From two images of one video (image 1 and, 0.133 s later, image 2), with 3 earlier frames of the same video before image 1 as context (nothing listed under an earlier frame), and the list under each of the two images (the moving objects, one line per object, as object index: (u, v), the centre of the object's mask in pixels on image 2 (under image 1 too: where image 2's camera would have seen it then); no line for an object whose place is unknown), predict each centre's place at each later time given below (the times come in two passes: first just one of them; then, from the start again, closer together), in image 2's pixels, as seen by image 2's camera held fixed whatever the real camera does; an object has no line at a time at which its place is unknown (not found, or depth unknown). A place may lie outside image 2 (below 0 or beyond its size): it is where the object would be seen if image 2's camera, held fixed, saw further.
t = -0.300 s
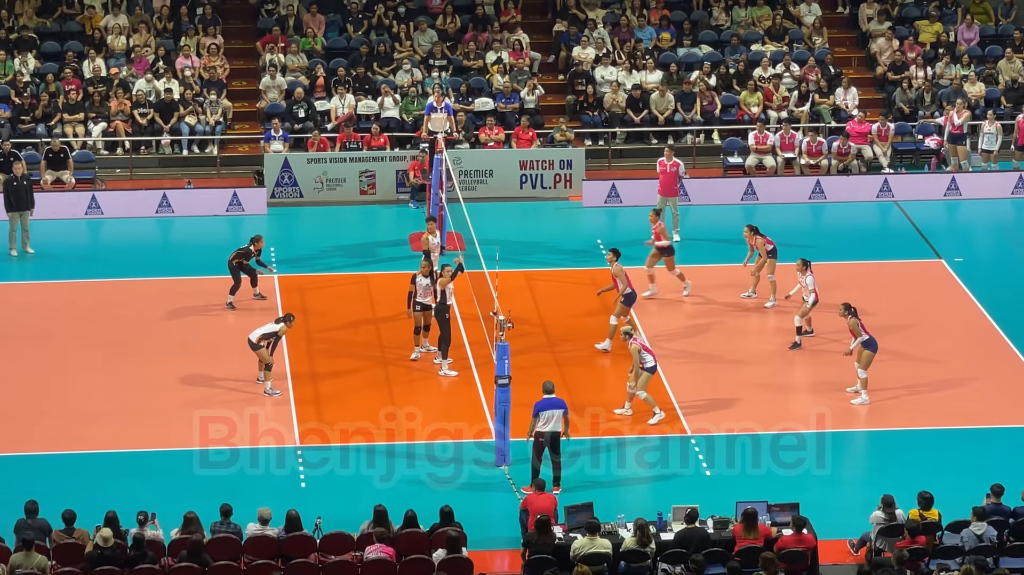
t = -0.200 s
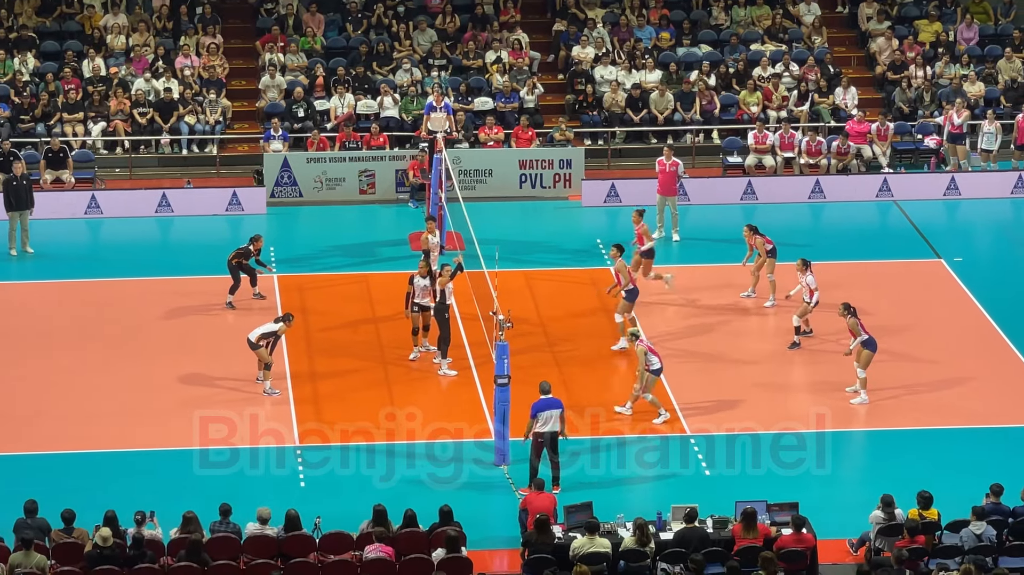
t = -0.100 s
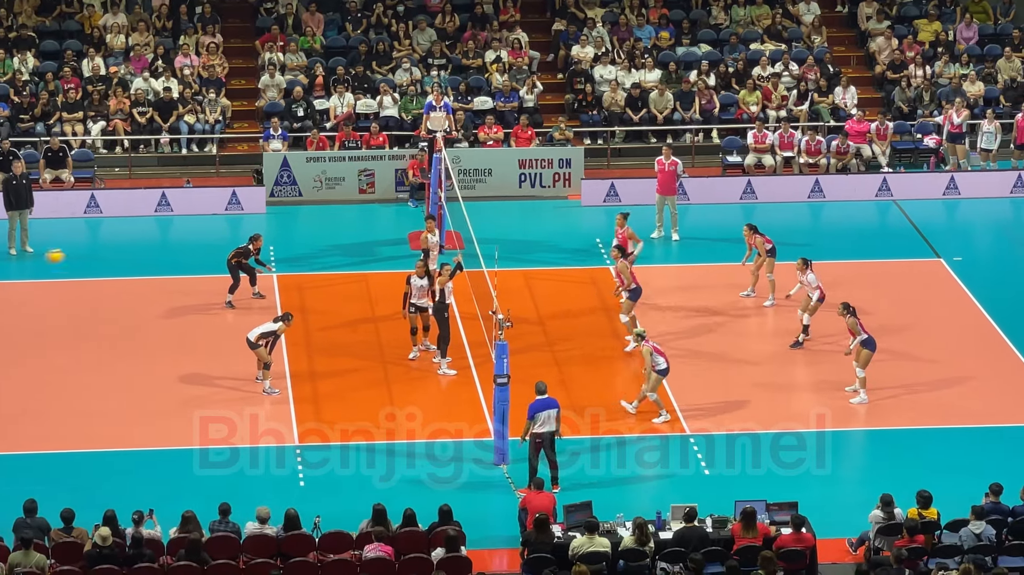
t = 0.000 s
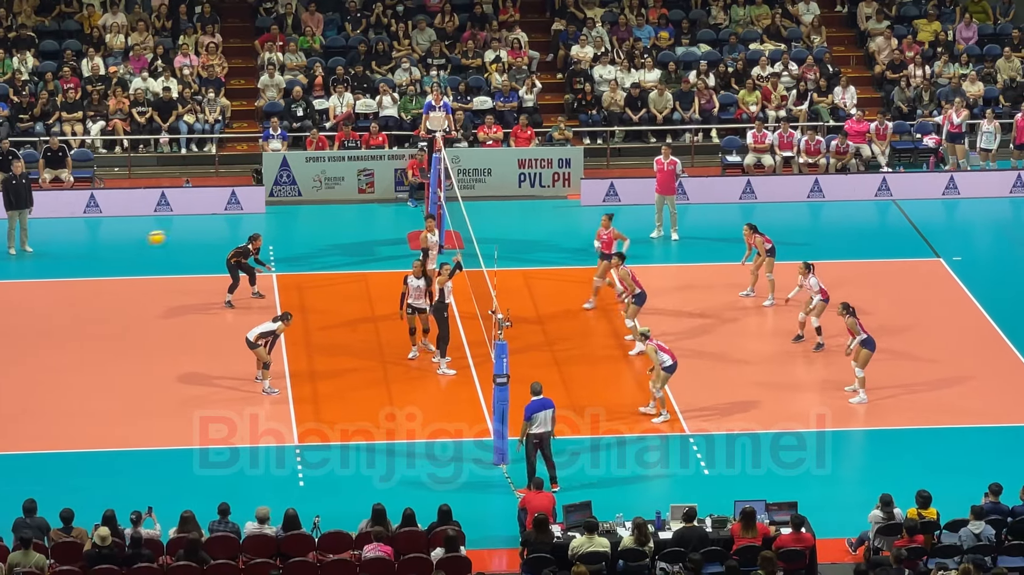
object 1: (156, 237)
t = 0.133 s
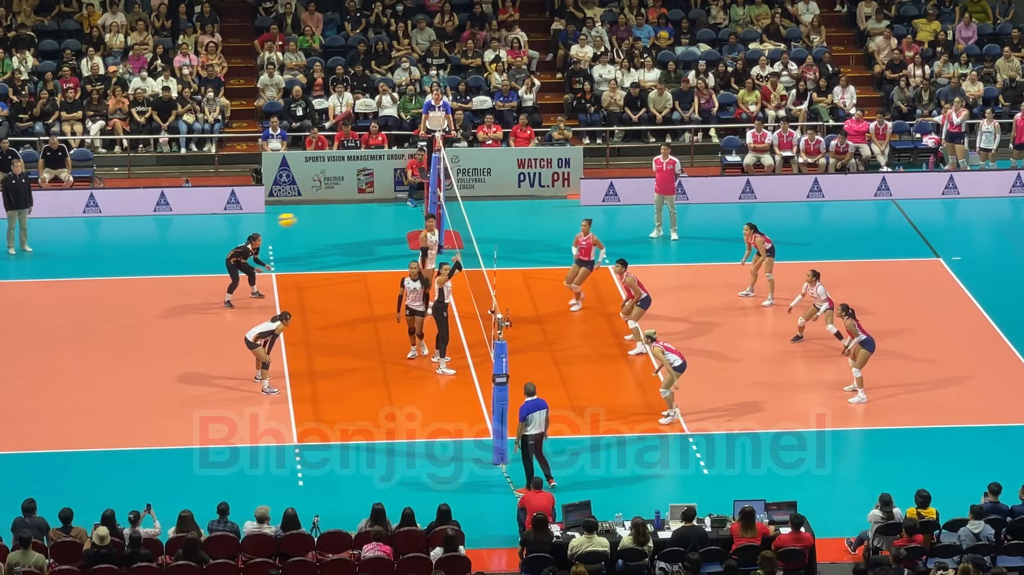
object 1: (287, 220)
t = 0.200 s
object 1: (349, 215)
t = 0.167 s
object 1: (318, 217)
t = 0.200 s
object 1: (349, 215)
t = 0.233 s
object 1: (381, 213)
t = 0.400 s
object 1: (532, 215)
